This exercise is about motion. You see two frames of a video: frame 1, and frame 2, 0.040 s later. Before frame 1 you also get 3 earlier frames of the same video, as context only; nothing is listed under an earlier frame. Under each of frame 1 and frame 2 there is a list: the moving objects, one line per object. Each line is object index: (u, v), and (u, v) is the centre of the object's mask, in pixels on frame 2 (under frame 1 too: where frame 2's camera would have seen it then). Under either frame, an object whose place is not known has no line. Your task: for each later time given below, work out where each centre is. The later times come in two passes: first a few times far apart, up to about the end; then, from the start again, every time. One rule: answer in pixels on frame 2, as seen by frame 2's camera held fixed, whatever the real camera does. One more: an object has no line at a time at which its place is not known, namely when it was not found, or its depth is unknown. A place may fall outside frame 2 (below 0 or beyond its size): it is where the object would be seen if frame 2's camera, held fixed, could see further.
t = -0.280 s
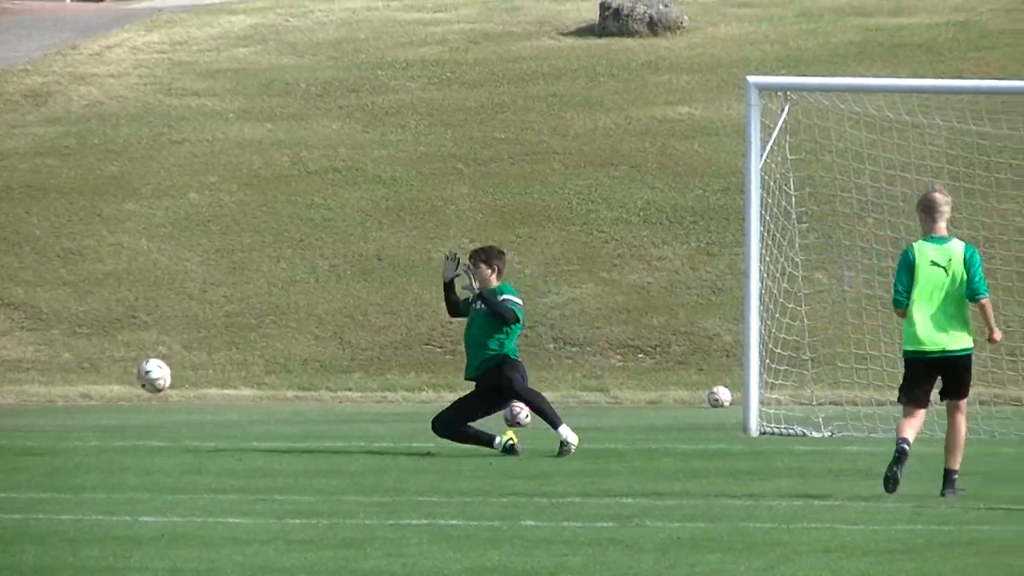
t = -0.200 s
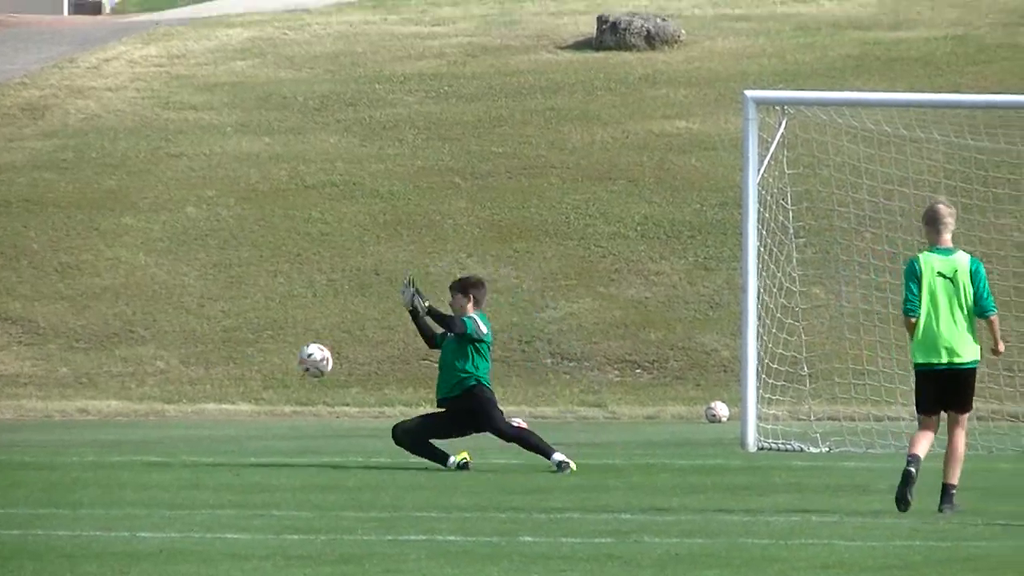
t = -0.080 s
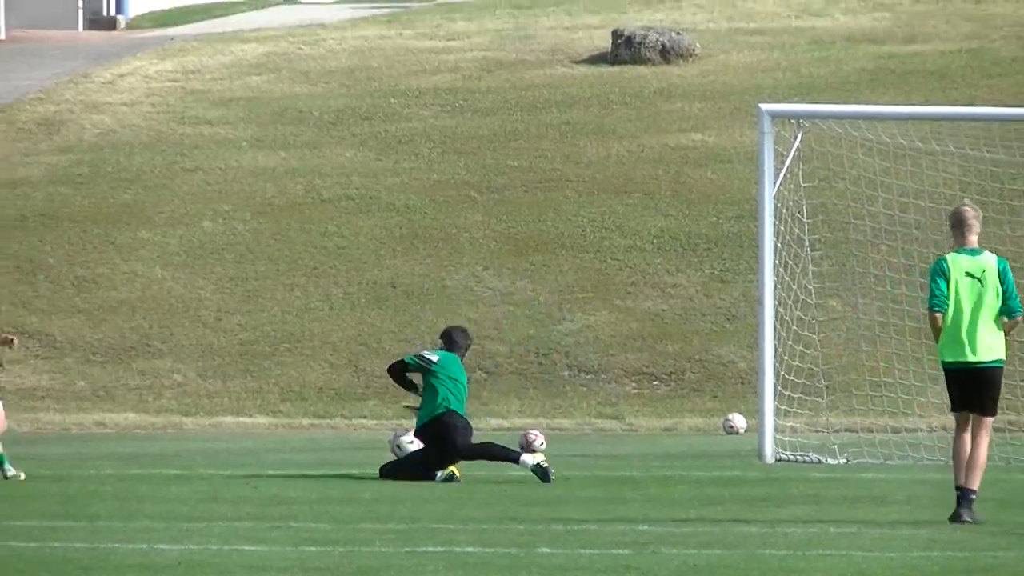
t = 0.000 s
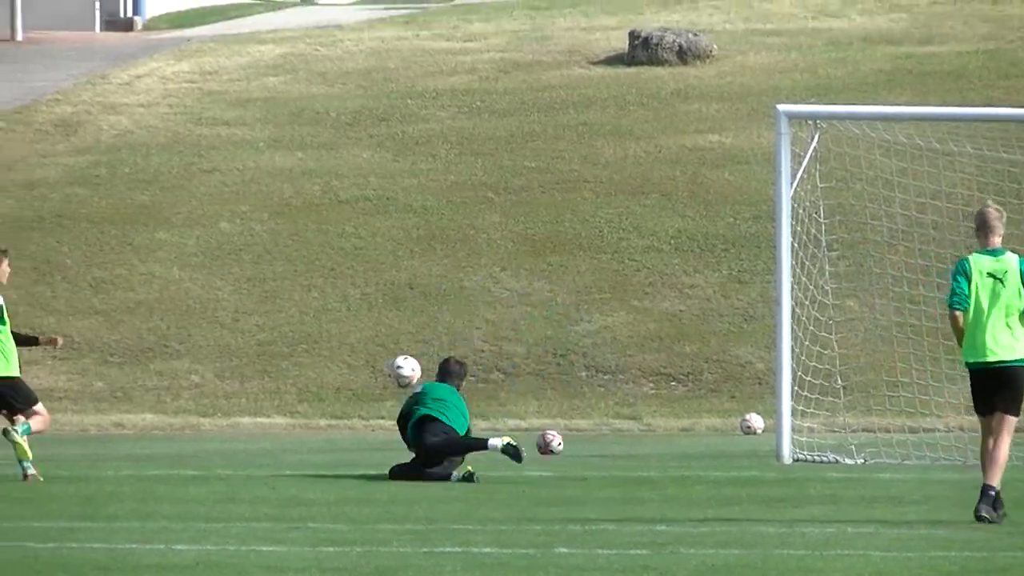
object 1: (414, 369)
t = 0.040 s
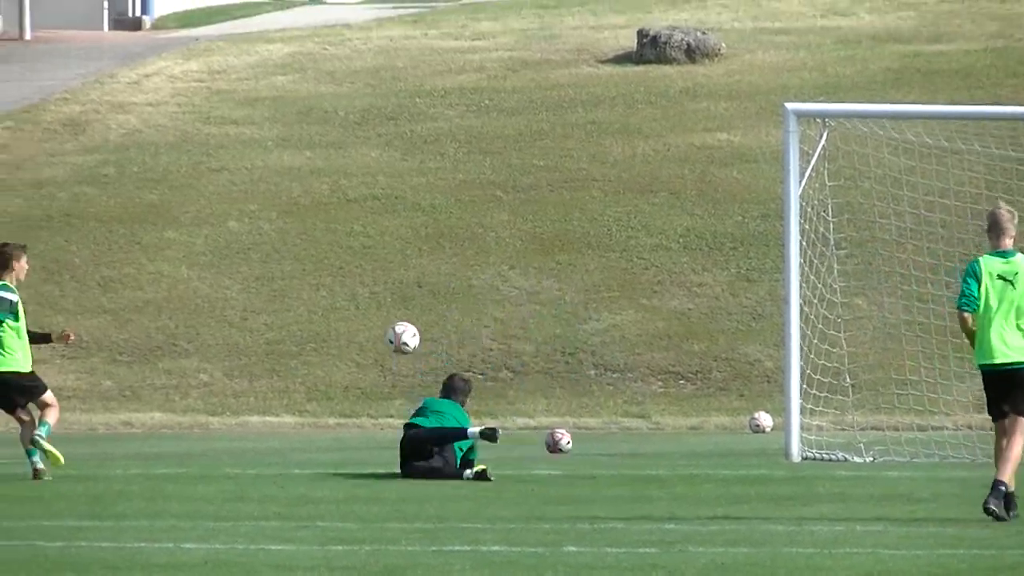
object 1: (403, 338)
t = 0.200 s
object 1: (363, 238)
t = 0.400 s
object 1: (315, 163)
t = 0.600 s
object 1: (266, 133)
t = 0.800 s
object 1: (214, 175)
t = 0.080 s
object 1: (393, 309)
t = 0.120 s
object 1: (383, 282)
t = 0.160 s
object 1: (373, 259)
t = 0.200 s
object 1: (363, 238)
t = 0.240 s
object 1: (352, 218)
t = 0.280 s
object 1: (343, 203)
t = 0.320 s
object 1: (333, 188)
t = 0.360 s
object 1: (324, 174)
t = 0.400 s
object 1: (315, 163)
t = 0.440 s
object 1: (305, 155)
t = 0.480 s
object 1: (295, 149)
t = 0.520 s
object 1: (284, 144)
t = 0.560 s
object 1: (277, 140)
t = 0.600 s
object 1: (266, 133)
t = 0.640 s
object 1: (255, 134)
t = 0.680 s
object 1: (245, 146)
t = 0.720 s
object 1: (234, 153)
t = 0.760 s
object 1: (225, 163)
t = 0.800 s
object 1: (214, 175)
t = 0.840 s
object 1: (204, 191)
